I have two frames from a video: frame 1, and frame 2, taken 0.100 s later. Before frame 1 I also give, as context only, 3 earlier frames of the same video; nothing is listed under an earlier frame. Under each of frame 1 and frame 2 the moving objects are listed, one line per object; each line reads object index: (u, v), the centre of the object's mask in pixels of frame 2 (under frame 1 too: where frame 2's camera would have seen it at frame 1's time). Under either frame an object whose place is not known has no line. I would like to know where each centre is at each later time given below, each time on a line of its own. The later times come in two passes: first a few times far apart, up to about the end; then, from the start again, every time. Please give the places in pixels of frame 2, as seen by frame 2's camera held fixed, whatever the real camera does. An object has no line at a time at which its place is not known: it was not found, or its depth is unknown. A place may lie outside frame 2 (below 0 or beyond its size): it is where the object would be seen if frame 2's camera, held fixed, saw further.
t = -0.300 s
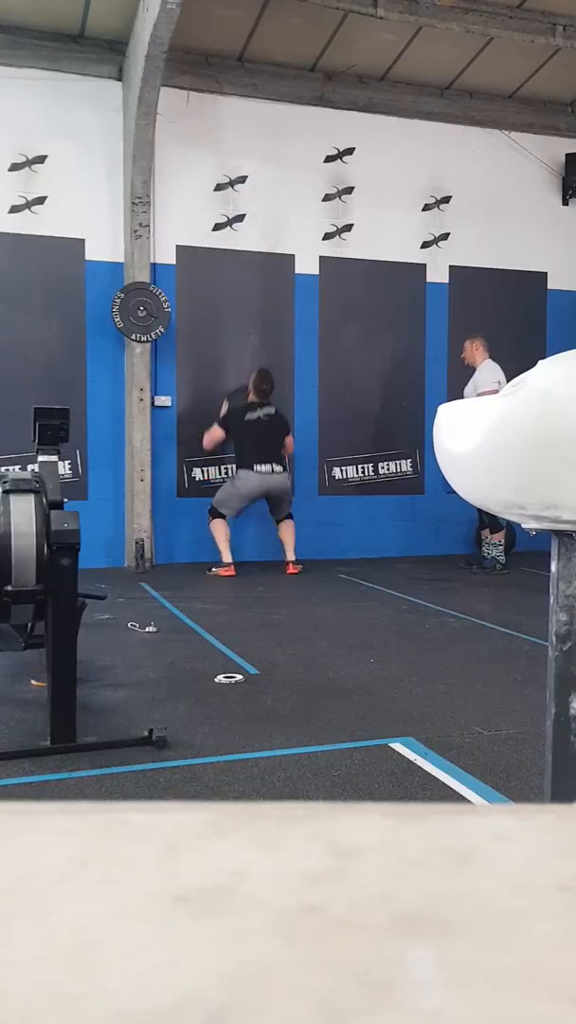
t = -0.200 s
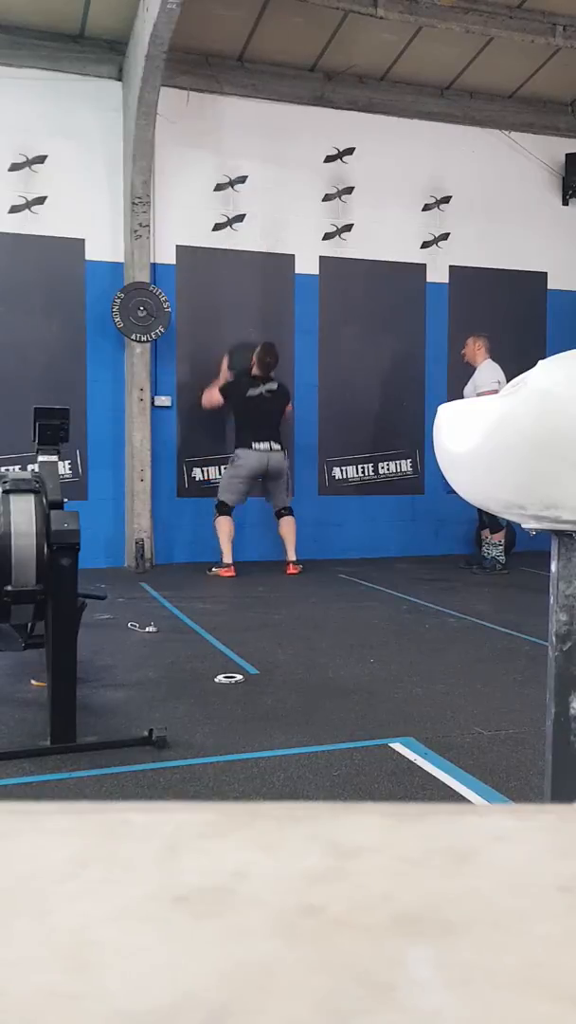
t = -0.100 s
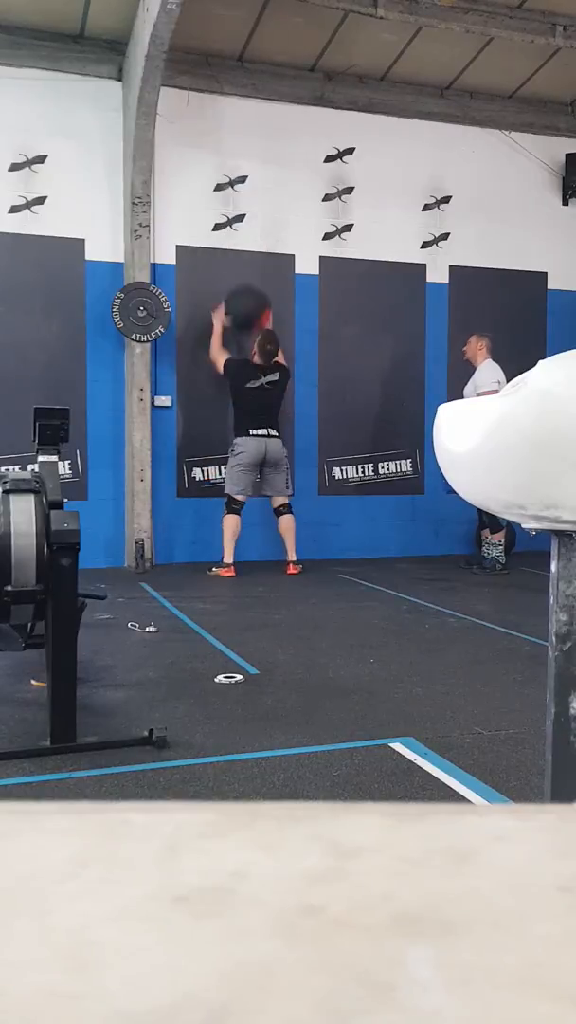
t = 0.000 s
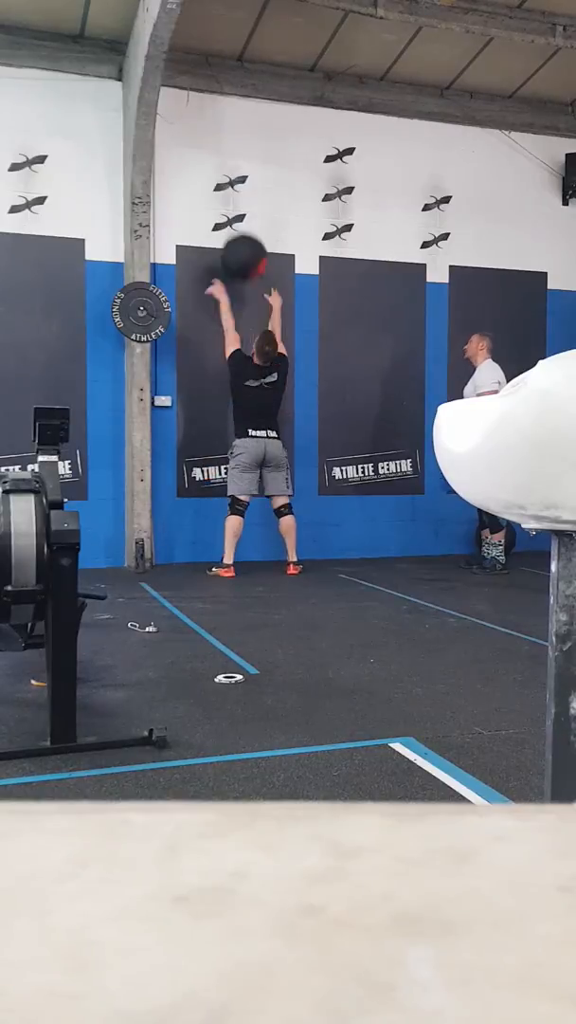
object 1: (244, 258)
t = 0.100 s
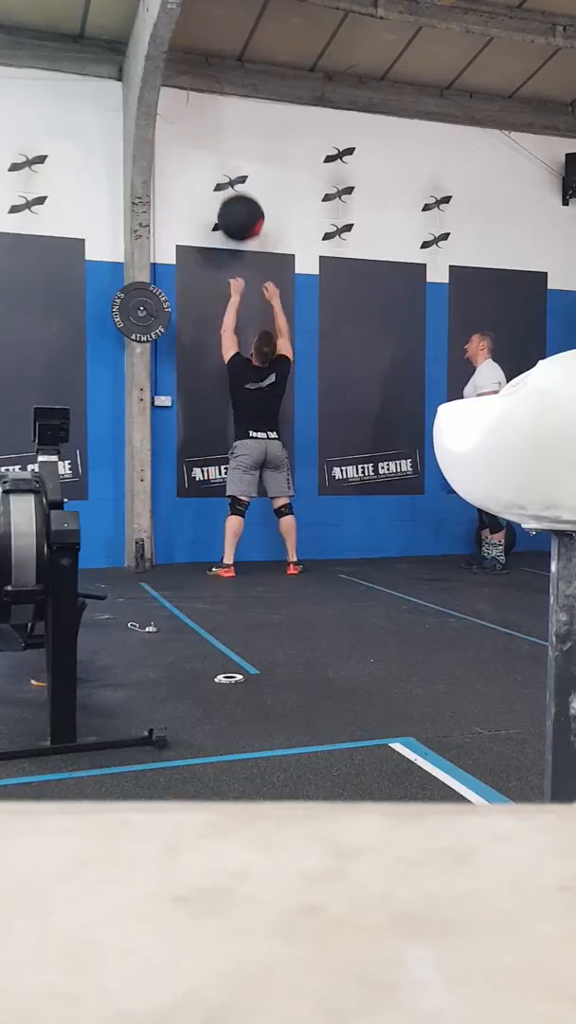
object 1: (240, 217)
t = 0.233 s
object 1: (236, 186)
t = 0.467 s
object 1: (232, 184)
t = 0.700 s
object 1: (235, 241)
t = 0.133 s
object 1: (240, 208)
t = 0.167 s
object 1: (238, 199)
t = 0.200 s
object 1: (237, 191)
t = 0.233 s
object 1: (236, 186)
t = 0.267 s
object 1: (235, 182)
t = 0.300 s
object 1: (234, 180)
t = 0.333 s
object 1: (233, 179)
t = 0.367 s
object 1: (232, 179)
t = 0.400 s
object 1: (231, 180)
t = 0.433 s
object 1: (231, 181)
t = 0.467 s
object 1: (232, 184)
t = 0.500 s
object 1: (232, 187)
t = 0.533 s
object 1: (233, 192)
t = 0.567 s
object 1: (234, 199)
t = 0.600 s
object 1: (234, 207)
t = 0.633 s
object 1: (234, 216)
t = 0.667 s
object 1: (235, 227)
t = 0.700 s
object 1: (235, 241)
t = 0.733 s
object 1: (236, 254)
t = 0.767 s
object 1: (237, 270)
